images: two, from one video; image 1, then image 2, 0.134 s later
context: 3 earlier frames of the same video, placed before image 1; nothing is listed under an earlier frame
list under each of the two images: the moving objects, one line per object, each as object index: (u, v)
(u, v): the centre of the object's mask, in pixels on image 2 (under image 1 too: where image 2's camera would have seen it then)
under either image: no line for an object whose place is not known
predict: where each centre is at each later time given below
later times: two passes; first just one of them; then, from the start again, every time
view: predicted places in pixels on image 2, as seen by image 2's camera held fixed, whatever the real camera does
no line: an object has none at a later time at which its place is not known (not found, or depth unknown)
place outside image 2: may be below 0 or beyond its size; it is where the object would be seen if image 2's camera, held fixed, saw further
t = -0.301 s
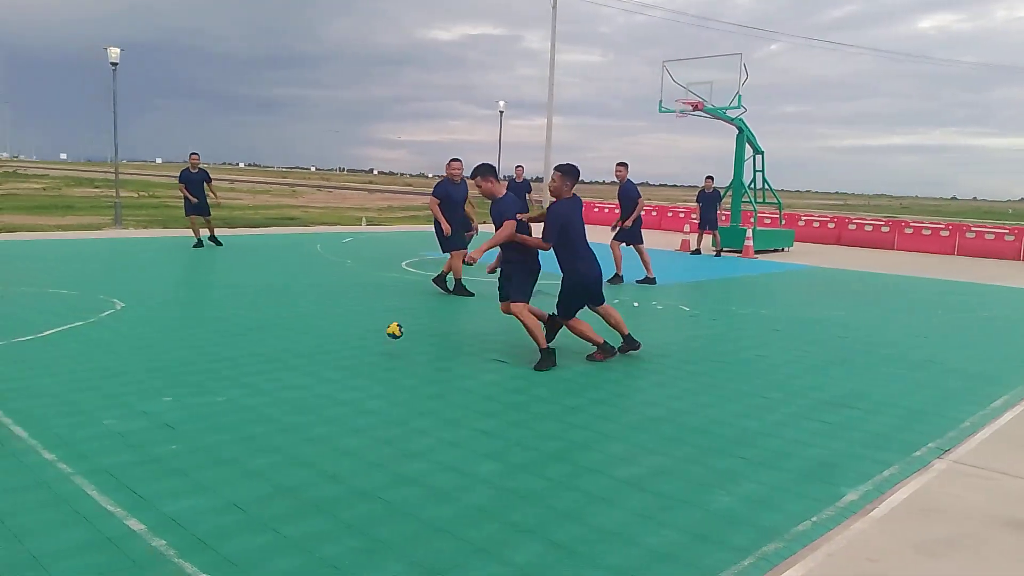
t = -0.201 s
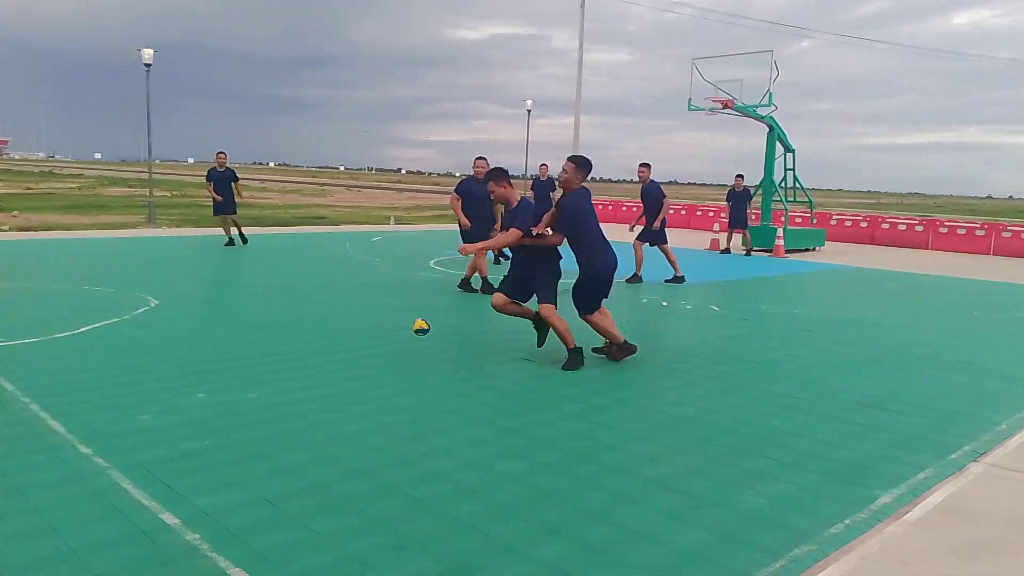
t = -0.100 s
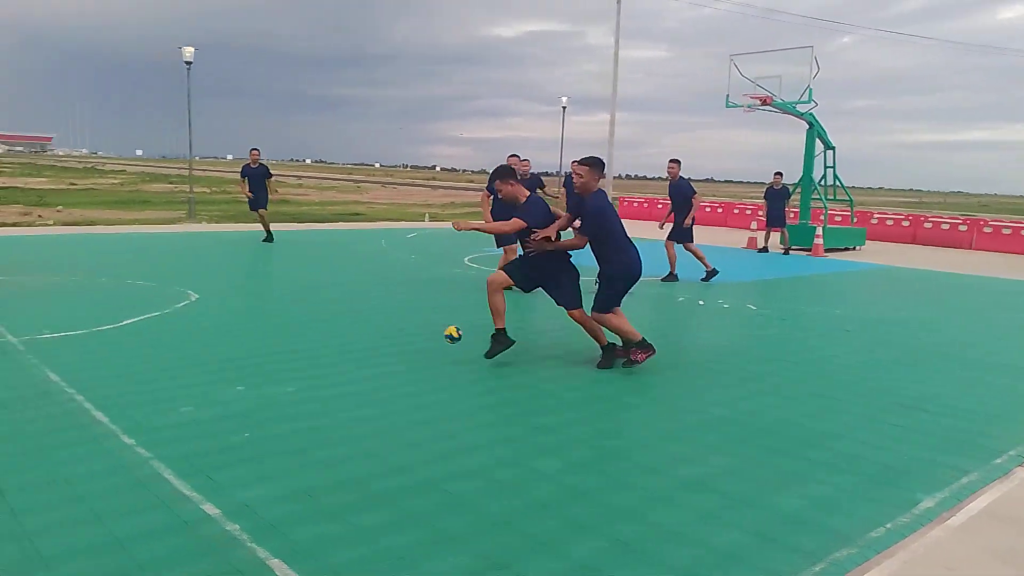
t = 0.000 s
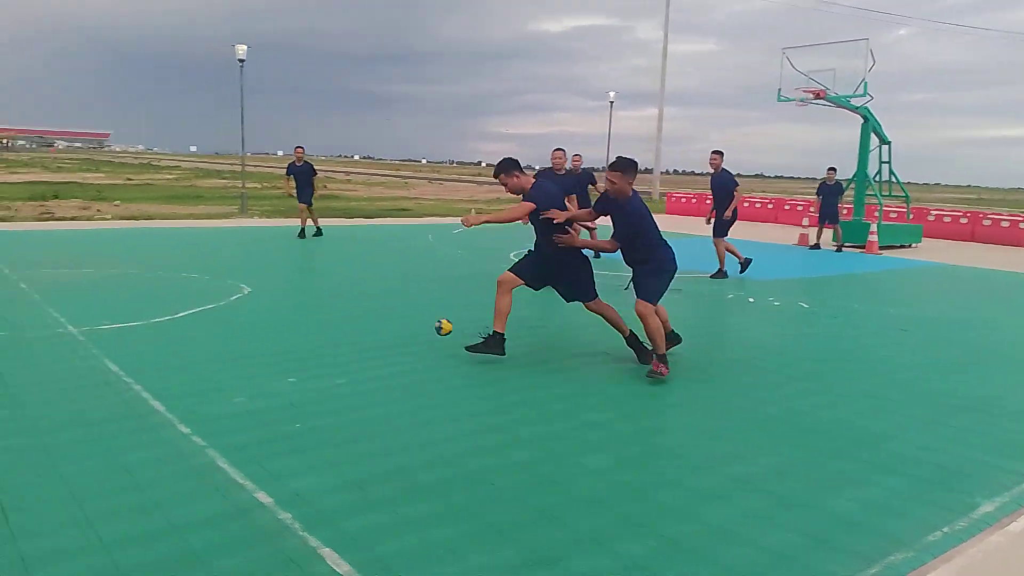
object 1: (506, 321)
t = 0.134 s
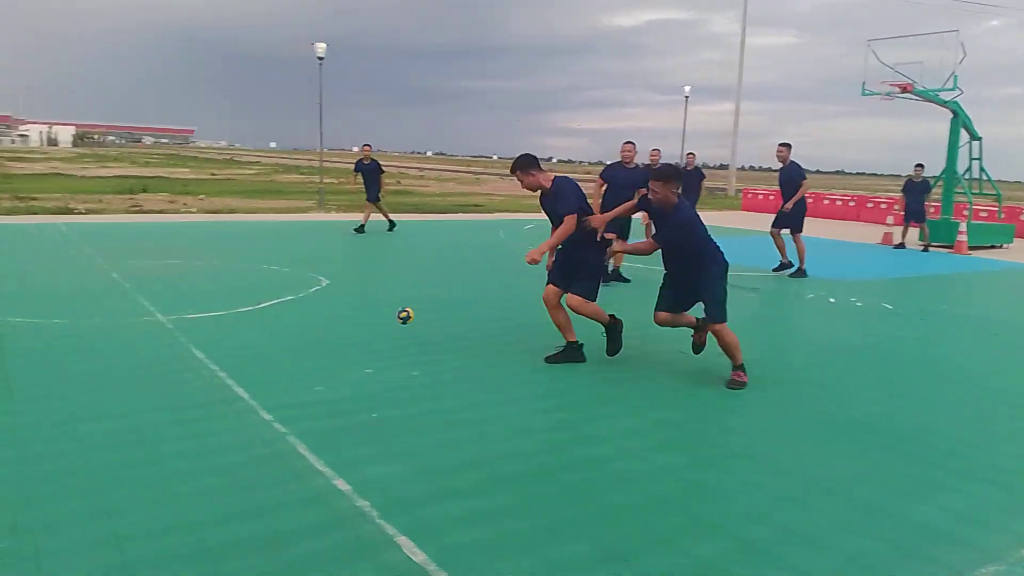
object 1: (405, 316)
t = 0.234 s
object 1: (327, 326)
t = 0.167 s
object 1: (379, 318)
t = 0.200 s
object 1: (353, 321)
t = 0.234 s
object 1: (327, 326)
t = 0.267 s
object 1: (303, 327)
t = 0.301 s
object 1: (280, 321)
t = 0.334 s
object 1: (257, 316)
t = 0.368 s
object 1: (234, 314)
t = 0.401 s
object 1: (213, 312)
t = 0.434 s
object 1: (191, 312)
